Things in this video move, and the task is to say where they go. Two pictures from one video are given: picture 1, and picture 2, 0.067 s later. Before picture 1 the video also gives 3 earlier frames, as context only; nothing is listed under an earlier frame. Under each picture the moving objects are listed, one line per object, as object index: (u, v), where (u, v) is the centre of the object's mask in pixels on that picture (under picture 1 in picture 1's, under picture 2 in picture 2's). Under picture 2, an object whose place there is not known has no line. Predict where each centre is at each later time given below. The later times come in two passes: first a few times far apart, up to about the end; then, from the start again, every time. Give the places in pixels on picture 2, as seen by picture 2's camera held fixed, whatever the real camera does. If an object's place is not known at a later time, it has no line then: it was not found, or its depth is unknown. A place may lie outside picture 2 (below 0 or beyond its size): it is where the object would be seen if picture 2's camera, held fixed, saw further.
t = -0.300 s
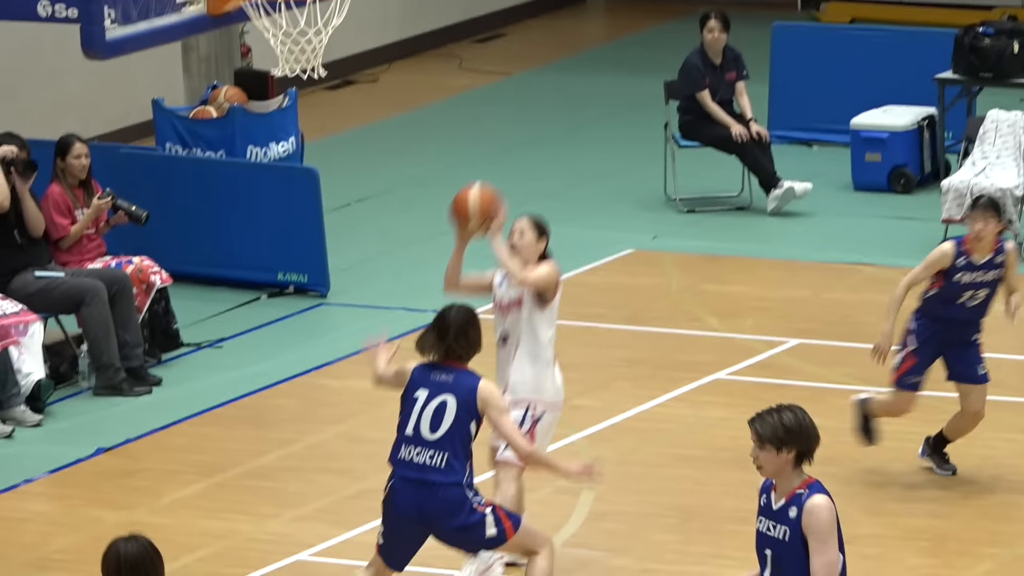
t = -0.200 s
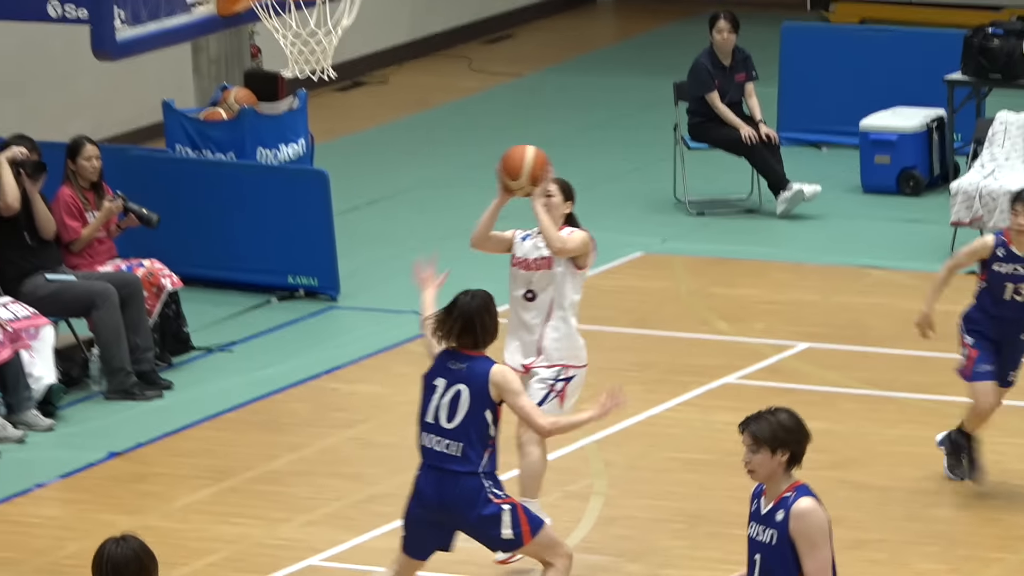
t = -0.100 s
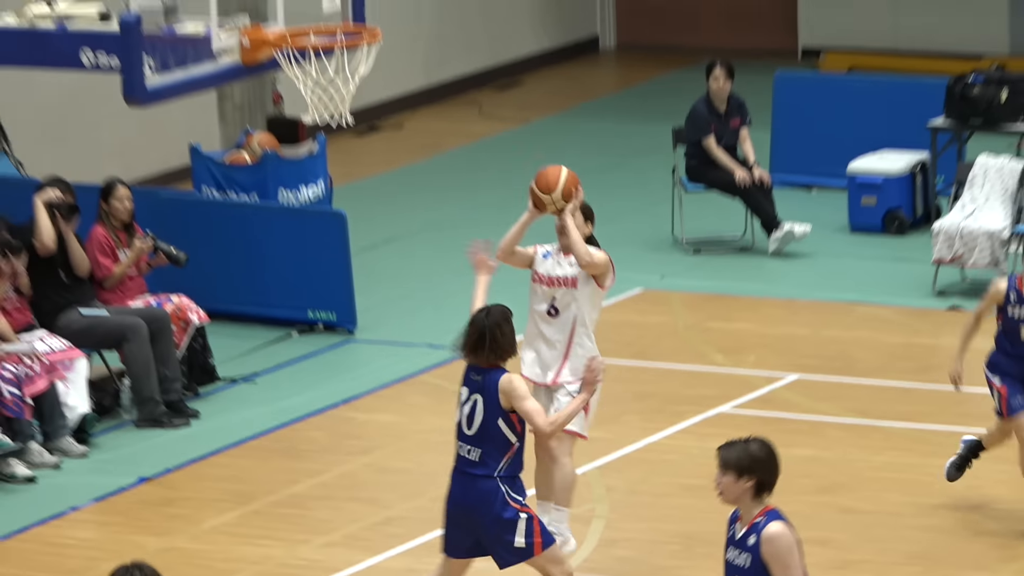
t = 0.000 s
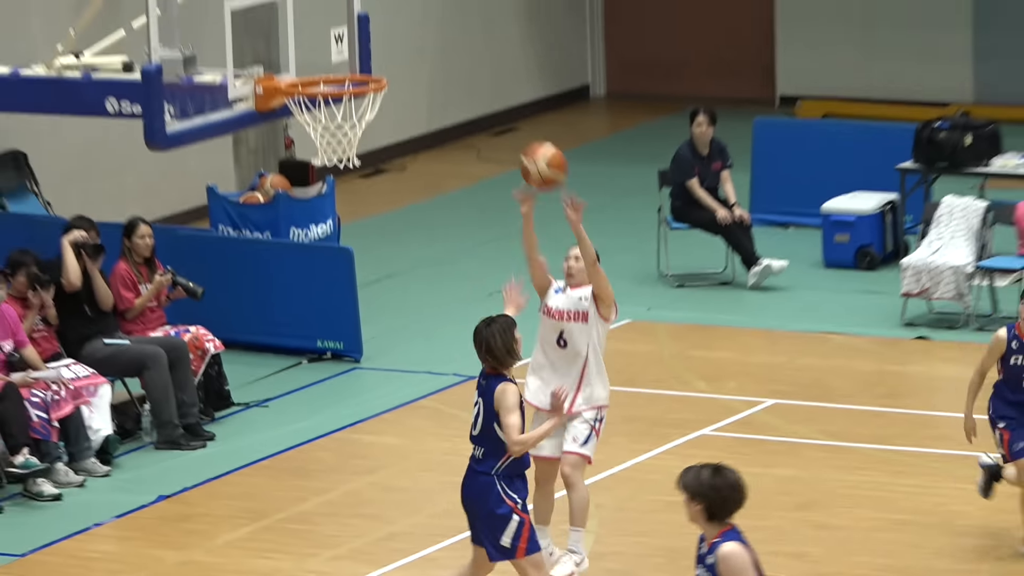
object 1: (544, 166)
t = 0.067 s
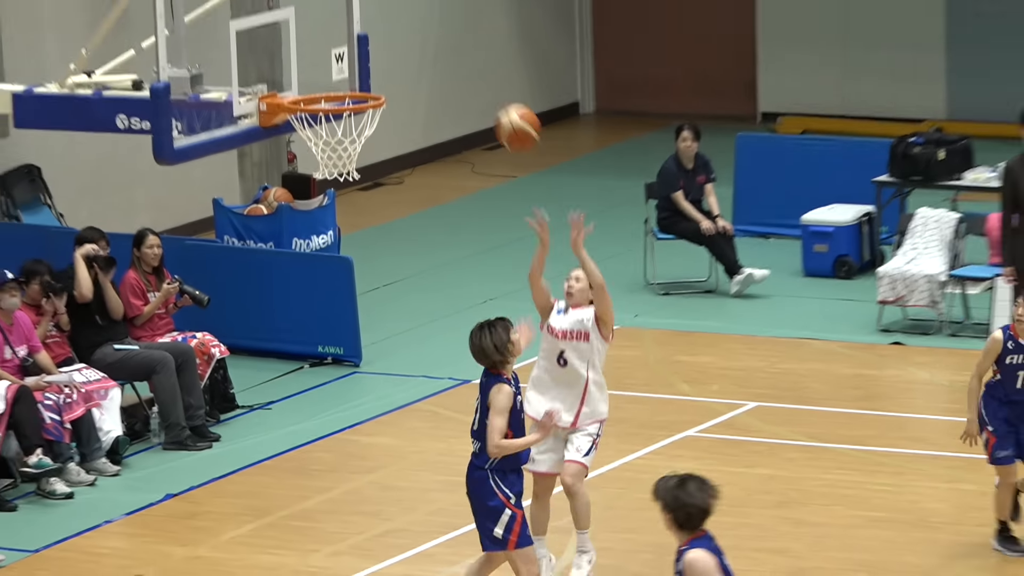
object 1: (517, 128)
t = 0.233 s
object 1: (474, 30)
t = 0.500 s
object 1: (403, -7)
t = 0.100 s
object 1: (509, 105)
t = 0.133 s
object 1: (500, 83)
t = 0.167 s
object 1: (490, 62)
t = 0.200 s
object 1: (482, 45)
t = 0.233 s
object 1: (474, 30)
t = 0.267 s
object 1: (465, 15)
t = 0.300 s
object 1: (456, 4)
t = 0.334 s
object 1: (447, -3)
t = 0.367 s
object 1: (439, -6)
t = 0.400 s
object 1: (429, -6)
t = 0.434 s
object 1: (421, -7)
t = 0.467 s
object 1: (412, -7)
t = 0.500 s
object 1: (403, -7)
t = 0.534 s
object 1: (395, -5)
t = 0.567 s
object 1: (386, -2)
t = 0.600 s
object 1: (377, 3)
